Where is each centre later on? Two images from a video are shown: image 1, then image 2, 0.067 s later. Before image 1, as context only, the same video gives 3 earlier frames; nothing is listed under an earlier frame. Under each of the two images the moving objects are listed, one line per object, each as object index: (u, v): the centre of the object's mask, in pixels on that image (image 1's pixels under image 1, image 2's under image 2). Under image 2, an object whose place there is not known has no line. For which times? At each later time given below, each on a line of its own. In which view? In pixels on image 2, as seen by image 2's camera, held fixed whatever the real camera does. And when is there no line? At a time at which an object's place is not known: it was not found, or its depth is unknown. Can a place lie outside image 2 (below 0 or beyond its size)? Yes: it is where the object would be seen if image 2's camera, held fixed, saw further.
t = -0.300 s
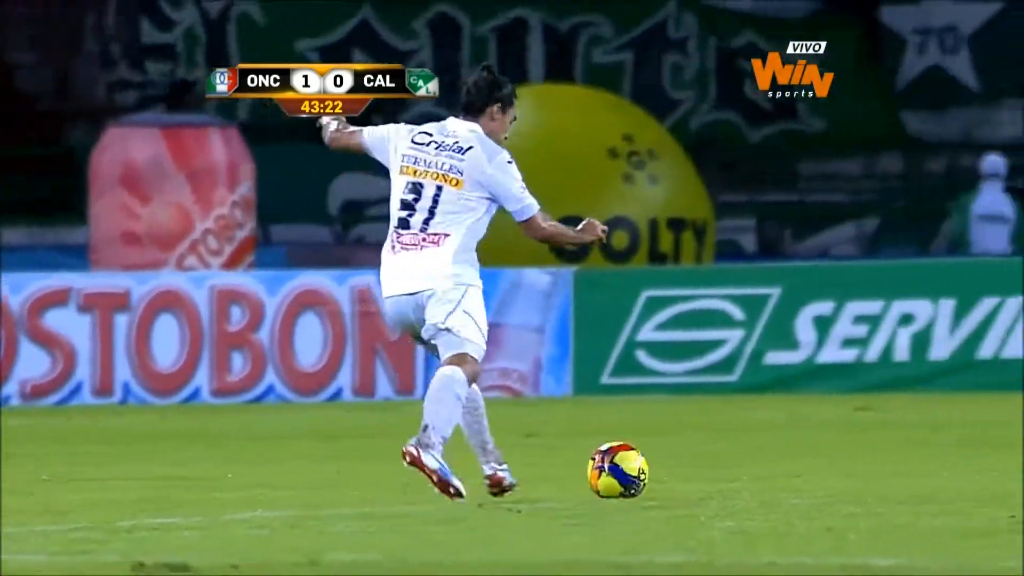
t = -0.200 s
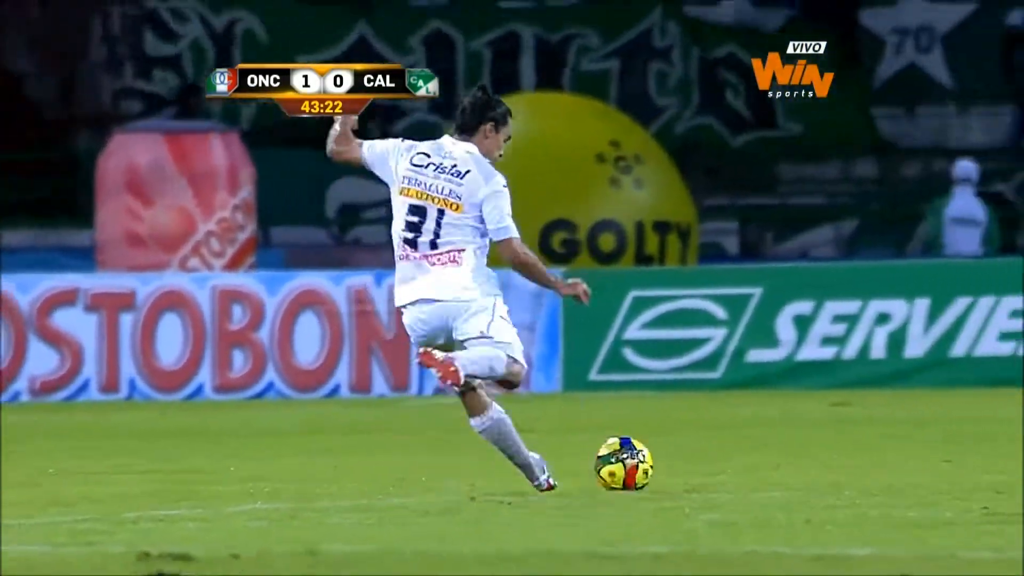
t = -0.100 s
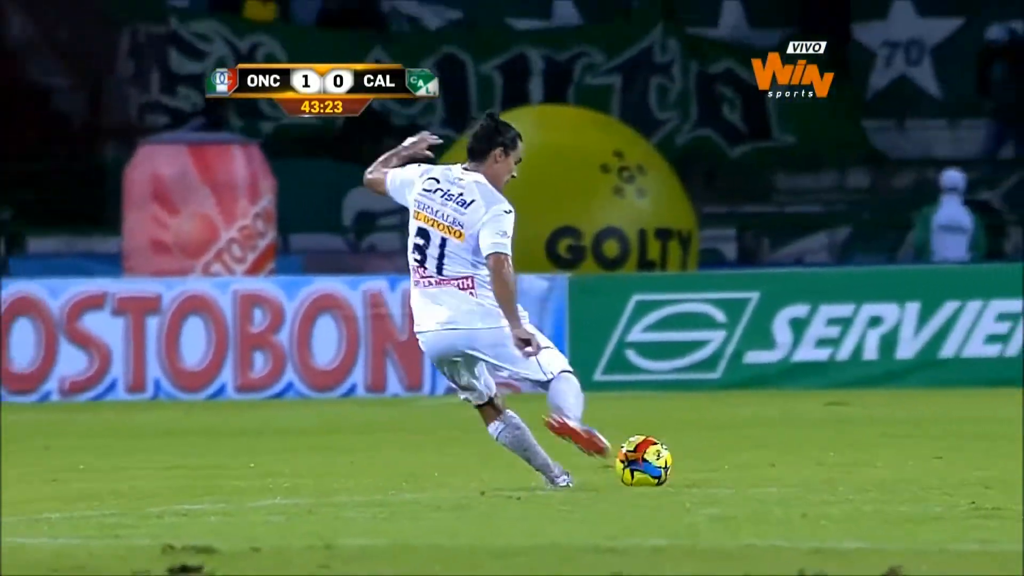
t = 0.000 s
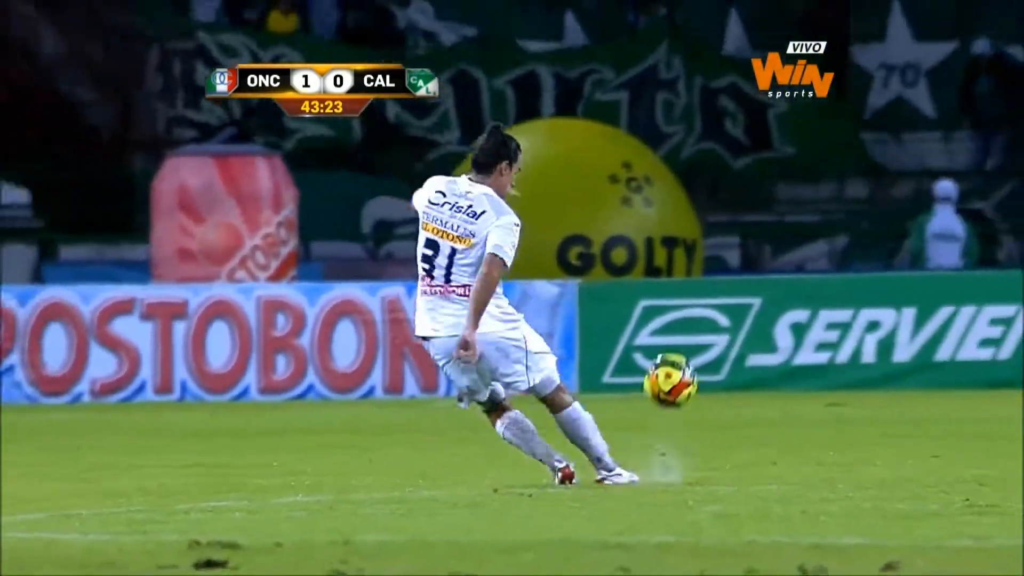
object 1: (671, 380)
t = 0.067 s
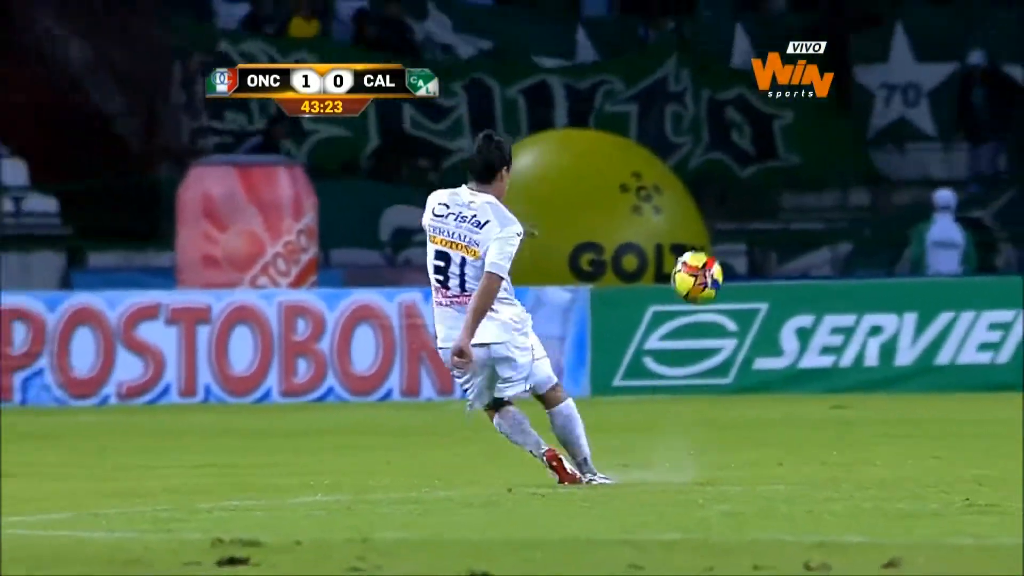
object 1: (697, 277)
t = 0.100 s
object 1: (704, 231)
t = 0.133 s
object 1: (712, 188)
